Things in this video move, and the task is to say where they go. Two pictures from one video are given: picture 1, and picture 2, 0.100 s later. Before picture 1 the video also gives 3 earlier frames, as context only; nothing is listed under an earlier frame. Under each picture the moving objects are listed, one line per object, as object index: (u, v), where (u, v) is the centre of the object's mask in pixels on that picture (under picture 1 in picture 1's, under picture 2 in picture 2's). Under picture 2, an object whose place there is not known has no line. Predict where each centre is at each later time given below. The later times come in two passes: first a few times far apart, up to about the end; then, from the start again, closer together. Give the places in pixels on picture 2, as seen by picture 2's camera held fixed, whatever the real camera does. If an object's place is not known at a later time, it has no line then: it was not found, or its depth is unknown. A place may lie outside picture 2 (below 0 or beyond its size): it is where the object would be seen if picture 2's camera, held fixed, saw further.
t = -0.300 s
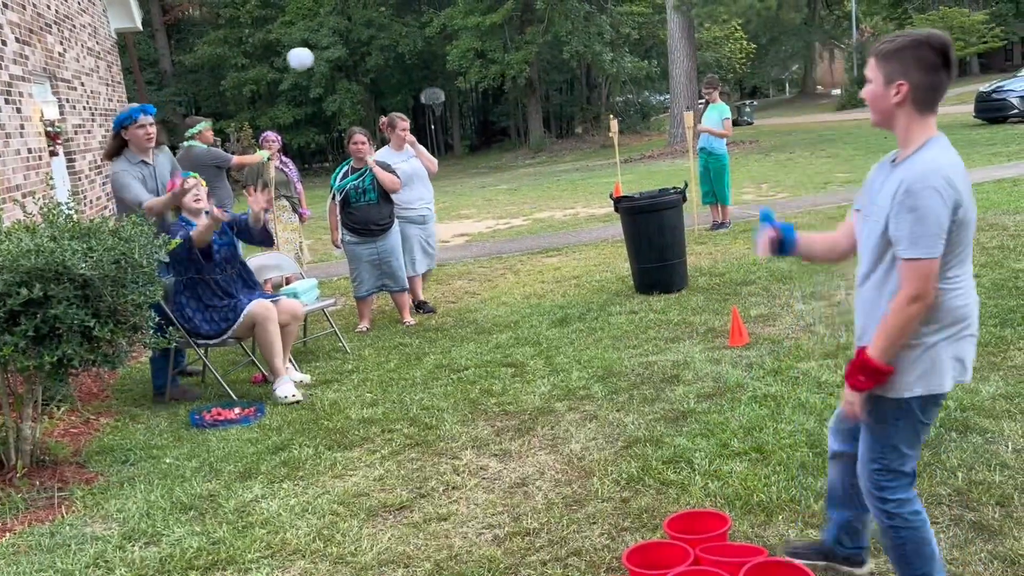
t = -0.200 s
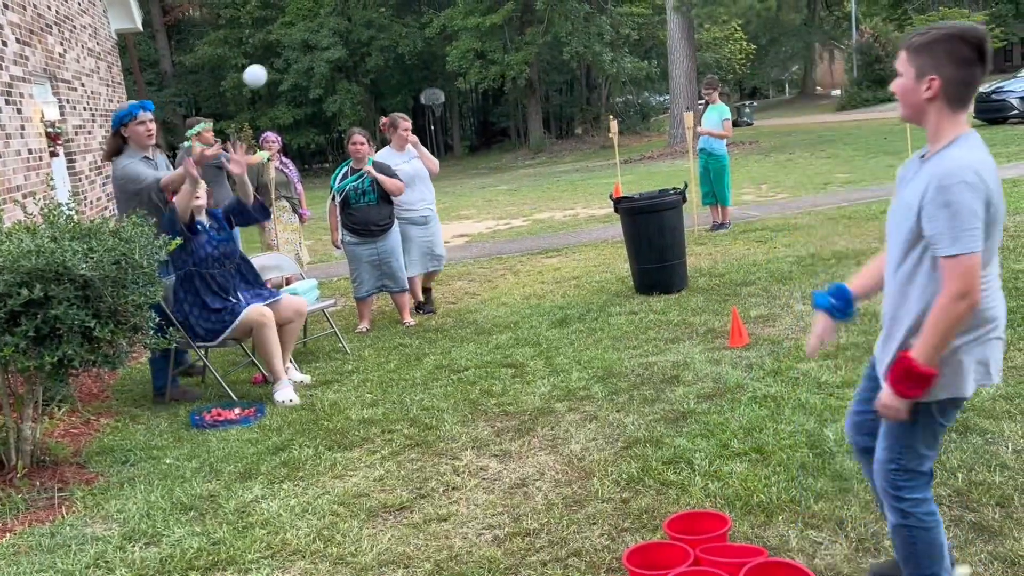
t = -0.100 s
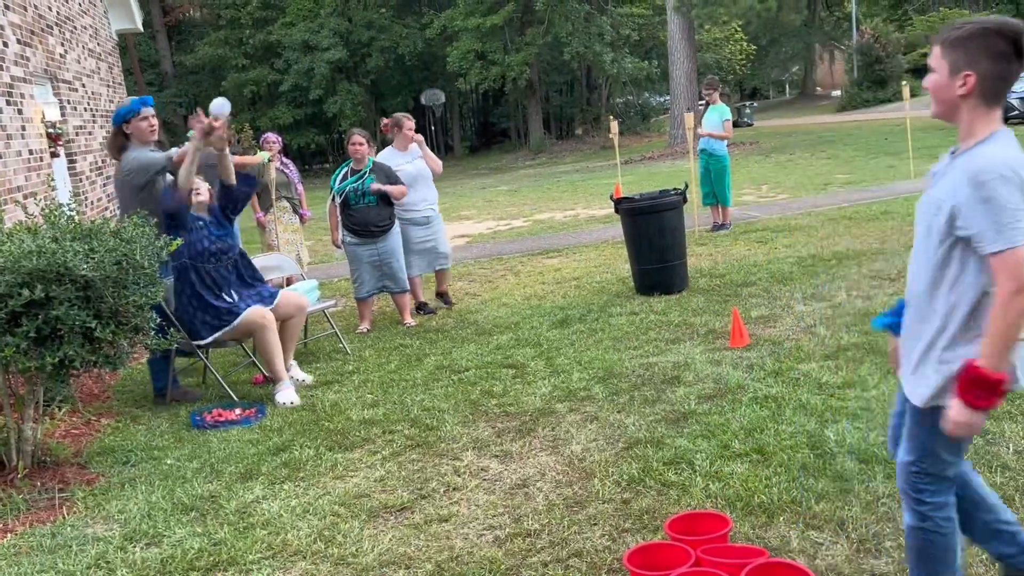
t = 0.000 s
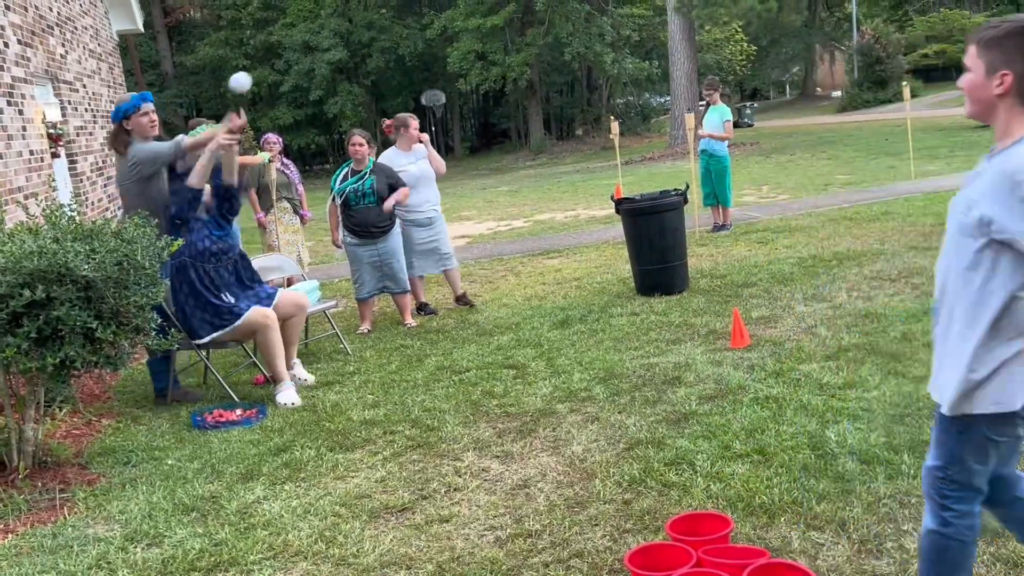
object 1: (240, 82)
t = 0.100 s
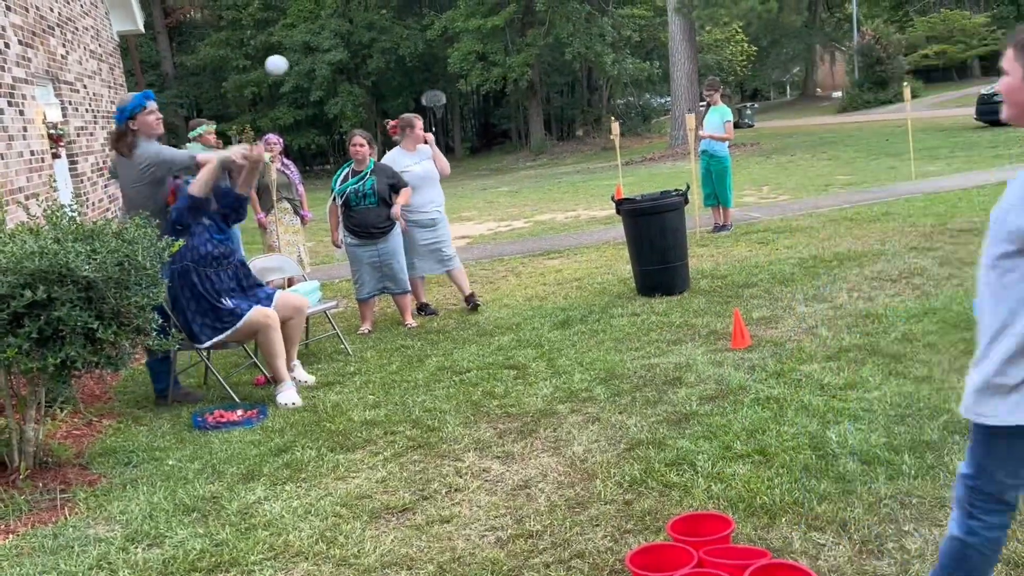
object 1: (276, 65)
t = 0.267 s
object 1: (341, 77)
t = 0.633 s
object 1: (485, 256)
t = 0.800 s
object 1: (532, 341)
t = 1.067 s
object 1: (530, 306)
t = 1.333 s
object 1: (532, 336)
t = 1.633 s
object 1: (531, 344)
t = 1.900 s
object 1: (530, 346)
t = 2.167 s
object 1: (531, 345)
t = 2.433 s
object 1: (531, 345)
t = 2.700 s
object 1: (531, 345)
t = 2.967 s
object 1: (531, 346)
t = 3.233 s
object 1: (531, 346)
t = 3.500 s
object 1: (531, 346)
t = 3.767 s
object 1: (531, 346)
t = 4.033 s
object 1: (531, 346)
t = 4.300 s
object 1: (531, 346)
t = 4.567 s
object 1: (531, 346)
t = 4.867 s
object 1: (530, 346)
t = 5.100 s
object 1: (531, 346)
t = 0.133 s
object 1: (289, 64)
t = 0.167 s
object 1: (303, 62)
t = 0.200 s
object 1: (316, 65)
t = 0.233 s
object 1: (327, 69)
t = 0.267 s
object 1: (341, 77)
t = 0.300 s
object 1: (355, 85)
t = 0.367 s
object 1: (381, 106)
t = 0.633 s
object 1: (485, 256)
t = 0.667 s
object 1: (498, 282)
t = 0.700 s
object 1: (511, 308)
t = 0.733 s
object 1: (524, 334)
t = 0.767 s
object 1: (533, 352)
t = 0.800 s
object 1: (532, 341)
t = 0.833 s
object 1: (531, 331)
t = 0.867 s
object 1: (530, 322)
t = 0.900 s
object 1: (530, 315)
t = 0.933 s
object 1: (529, 311)
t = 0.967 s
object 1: (529, 306)
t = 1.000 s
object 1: (529, 305)
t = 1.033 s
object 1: (529, 305)
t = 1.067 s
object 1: (530, 306)
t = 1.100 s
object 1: (530, 309)
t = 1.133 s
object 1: (531, 314)
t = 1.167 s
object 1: (531, 320)
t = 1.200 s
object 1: (533, 328)
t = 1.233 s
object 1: (534, 339)
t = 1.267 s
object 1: (534, 344)
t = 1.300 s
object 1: (533, 339)
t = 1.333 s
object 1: (532, 336)
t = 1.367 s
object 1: (532, 335)
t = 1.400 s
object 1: (532, 335)
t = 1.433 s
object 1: (532, 336)
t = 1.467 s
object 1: (532, 338)
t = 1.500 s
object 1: (531, 343)
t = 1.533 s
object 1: (531, 346)
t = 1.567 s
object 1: (531, 344)
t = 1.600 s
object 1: (531, 344)
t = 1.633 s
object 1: (531, 344)
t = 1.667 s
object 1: (530, 346)
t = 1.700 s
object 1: (530, 346)
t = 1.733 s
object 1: (530, 346)
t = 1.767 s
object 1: (530, 346)
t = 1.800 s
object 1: (530, 346)
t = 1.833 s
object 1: (530, 346)
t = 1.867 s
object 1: (530, 346)
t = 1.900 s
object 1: (530, 346)
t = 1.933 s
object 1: (531, 345)
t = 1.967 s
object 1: (531, 346)
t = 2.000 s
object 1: (531, 345)
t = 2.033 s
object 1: (531, 346)
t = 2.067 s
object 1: (531, 346)
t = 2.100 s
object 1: (531, 346)
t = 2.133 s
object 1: (531, 345)
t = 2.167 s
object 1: (531, 345)
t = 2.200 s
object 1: (531, 346)
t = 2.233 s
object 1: (531, 346)
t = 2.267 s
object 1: (531, 346)
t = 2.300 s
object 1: (531, 346)
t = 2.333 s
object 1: (531, 345)
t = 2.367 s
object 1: (531, 346)
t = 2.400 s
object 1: (531, 346)
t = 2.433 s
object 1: (531, 345)
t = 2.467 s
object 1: (531, 346)
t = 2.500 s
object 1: (531, 346)
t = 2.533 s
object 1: (531, 345)
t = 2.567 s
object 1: (531, 345)
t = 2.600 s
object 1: (531, 345)
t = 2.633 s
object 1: (531, 345)
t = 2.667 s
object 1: (531, 345)
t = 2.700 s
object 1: (531, 345)
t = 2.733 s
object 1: (531, 345)
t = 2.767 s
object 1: (531, 346)
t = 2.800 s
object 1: (531, 346)
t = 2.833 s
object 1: (531, 346)
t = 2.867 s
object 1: (531, 346)
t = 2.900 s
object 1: (531, 346)
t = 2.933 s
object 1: (531, 346)
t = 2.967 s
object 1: (531, 346)
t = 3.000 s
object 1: (531, 346)
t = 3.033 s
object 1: (531, 346)
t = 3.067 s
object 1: (531, 346)
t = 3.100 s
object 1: (531, 346)
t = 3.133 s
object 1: (531, 346)
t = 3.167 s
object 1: (531, 346)
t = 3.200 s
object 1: (531, 346)
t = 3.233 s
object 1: (531, 346)
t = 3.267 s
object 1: (531, 346)
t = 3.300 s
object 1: (531, 346)
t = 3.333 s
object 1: (531, 346)
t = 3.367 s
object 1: (531, 346)
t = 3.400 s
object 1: (531, 346)
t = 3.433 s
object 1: (531, 346)
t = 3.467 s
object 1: (531, 346)
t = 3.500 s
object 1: (531, 346)
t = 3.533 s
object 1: (531, 346)
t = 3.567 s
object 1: (531, 346)
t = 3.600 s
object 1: (531, 346)
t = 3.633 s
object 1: (531, 346)
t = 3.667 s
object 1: (531, 346)
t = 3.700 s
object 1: (531, 346)
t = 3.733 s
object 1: (531, 346)
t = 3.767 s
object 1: (531, 346)
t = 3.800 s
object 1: (531, 346)
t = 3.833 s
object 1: (531, 346)
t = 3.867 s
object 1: (531, 346)
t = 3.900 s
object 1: (531, 346)
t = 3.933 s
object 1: (531, 346)
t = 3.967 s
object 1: (531, 346)
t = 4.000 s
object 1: (531, 346)
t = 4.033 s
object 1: (531, 346)
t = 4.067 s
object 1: (531, 346)
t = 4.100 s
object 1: (531, 345)
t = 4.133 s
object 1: (531, 346)
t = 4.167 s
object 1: (531, 346)
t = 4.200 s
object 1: (531, 346)
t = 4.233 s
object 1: (531, 346)
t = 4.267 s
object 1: (531, 346)
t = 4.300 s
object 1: (531, 346)
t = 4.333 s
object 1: (531, 346)
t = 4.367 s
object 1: (531, 346)
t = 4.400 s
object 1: (531, 346)
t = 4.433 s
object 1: (531, 346)
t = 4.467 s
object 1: (531, 346)
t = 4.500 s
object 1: (531, 346)
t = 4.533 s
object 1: (531, 346)
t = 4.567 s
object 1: (531, 346)
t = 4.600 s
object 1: (531, 346)
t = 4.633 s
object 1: (530, 346)
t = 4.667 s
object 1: (530, 346)
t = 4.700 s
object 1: (531, 346)
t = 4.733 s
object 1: (531, 346)
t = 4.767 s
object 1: (531, 346)
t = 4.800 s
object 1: (531, 346)
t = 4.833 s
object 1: (530, 346)
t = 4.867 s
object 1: (530, 346)
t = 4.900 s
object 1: (530, 346)
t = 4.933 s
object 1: (530, 346)
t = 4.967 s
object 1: (530, 346)
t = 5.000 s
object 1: (530, 346)
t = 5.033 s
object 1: (530, 346)
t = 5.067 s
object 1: (530, 346)
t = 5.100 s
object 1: (531, 346)
